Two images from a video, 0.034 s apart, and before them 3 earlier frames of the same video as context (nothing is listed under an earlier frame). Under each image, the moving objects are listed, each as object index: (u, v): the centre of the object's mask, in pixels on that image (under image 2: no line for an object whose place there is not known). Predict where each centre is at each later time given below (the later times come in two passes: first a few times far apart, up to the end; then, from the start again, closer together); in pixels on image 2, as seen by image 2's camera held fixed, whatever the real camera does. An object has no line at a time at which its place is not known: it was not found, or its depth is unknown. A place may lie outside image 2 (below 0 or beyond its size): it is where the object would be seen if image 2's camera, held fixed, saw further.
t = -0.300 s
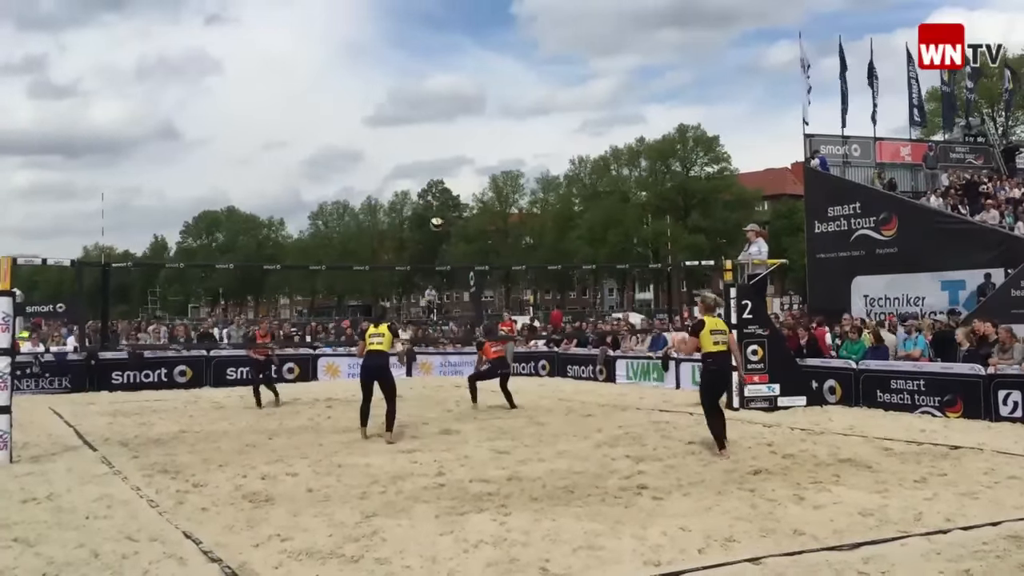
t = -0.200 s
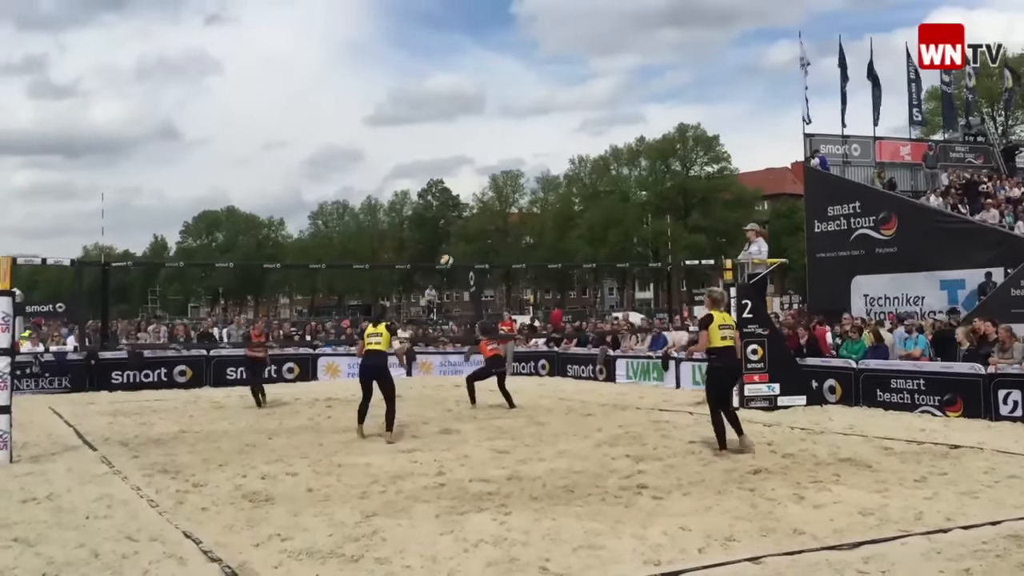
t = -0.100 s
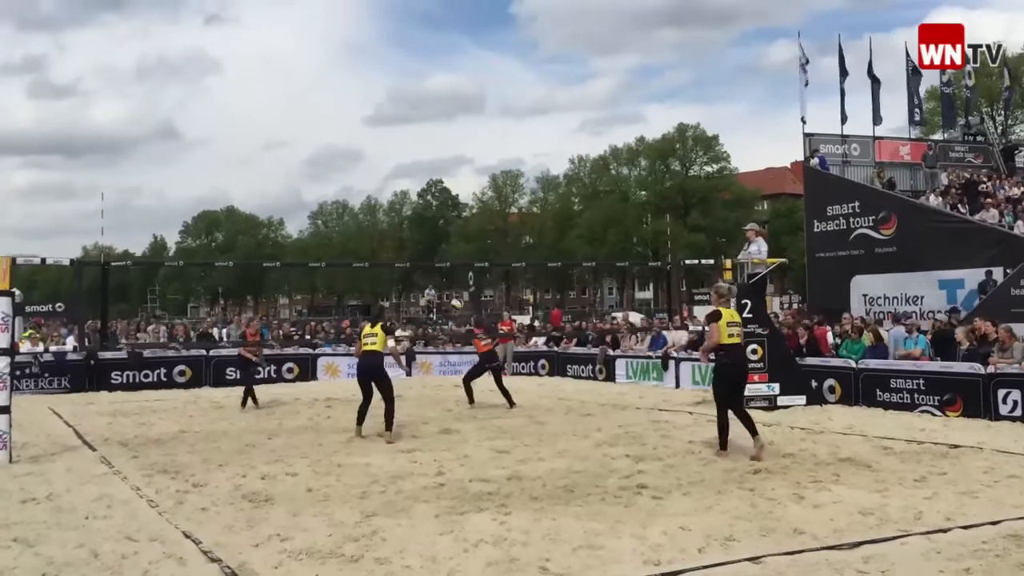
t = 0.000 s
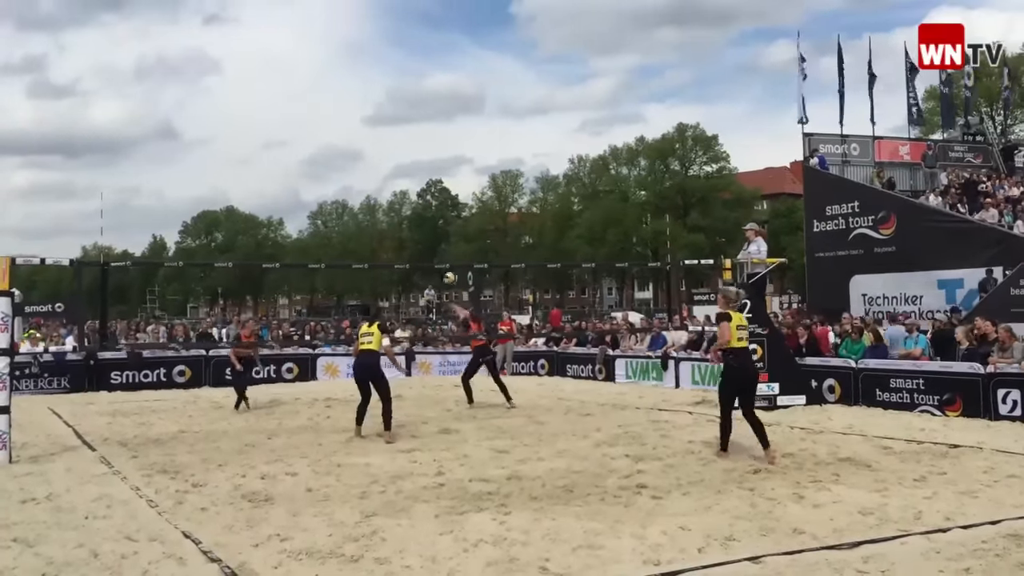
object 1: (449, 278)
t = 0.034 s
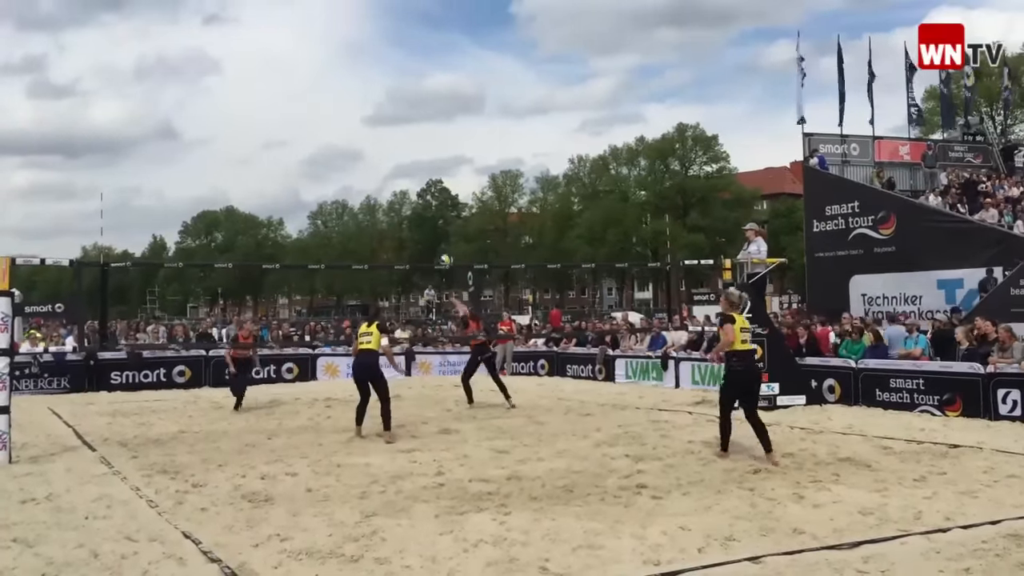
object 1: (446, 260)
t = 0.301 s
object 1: (412, 142)
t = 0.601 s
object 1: (380, 58)
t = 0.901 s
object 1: (348, 29)
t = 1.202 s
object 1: (320, 58)
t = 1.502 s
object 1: (296, 147)
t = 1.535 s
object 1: (293, 161)
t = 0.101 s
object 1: (438, 227)
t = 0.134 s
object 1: (434, 211)
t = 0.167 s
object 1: (430, 196)
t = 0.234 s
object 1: (420, 167)
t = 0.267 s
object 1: (416, 154)
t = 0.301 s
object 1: (412, 142)
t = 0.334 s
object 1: (408, 130)
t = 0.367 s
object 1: (404, 118)
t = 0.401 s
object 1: (401, 108)
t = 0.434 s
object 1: (397, 98)
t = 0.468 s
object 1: (394, 88)
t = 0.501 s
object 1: (390, 79)
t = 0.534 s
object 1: (387, 72)
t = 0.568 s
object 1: (383, 65)
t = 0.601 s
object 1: (380, 58)
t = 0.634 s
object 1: (376, 53)
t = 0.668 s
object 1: (373, 47)
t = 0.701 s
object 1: (369, 42)
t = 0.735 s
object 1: (365, 38)
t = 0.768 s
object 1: (362, 35)
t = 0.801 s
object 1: (358, 33)
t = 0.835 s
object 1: (355, 31)
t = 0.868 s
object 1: (351, 30)
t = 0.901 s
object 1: (348, 29)
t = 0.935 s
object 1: (344, 29)
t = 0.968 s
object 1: (341, 30)
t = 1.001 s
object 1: (338, 32)
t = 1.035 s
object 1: (335, 35)
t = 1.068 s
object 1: (332, 38)
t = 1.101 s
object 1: (329, 42)
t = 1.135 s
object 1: (326, 47)
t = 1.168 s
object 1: (323, 52)
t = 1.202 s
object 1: (320, 58)
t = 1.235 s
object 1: (317, 65)
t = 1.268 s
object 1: (314, 73)
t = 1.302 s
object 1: (312, 81)
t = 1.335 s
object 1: (309, 90)
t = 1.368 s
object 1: (306, 101)
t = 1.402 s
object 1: (304, 111)
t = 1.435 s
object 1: (302, 123)
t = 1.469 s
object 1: (299, 134)
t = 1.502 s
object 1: (296, 147)
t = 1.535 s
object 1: (293, 161)
